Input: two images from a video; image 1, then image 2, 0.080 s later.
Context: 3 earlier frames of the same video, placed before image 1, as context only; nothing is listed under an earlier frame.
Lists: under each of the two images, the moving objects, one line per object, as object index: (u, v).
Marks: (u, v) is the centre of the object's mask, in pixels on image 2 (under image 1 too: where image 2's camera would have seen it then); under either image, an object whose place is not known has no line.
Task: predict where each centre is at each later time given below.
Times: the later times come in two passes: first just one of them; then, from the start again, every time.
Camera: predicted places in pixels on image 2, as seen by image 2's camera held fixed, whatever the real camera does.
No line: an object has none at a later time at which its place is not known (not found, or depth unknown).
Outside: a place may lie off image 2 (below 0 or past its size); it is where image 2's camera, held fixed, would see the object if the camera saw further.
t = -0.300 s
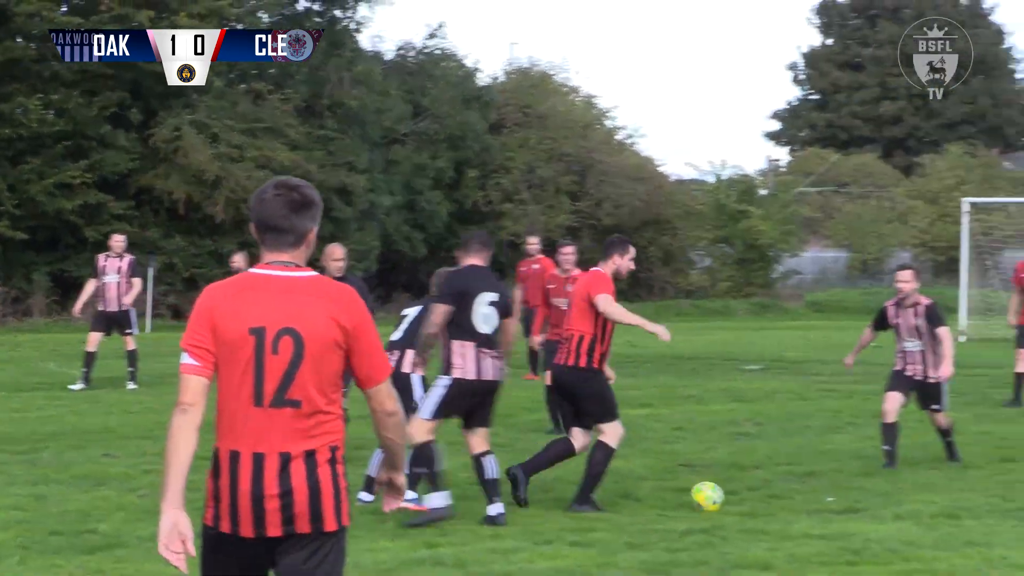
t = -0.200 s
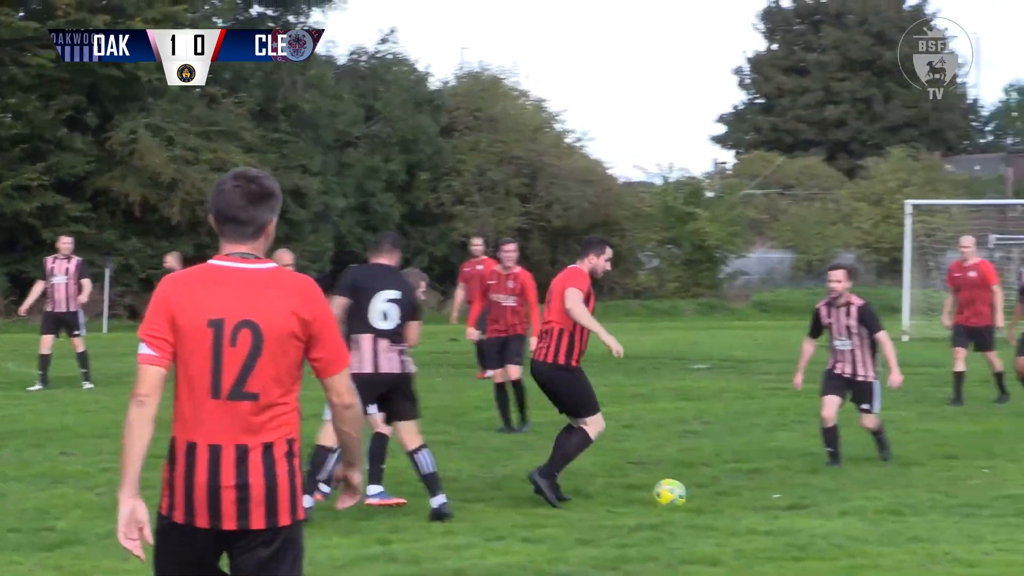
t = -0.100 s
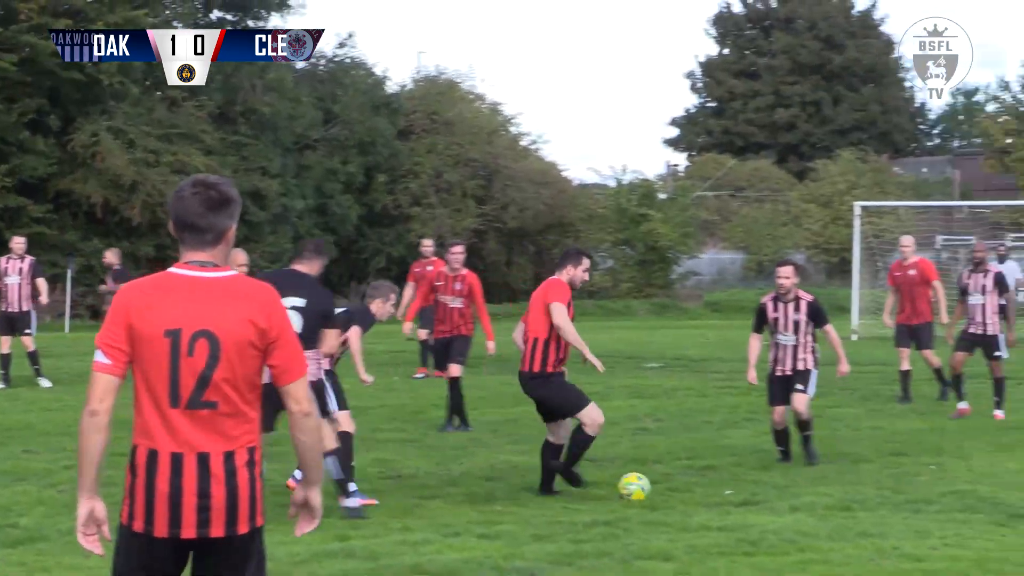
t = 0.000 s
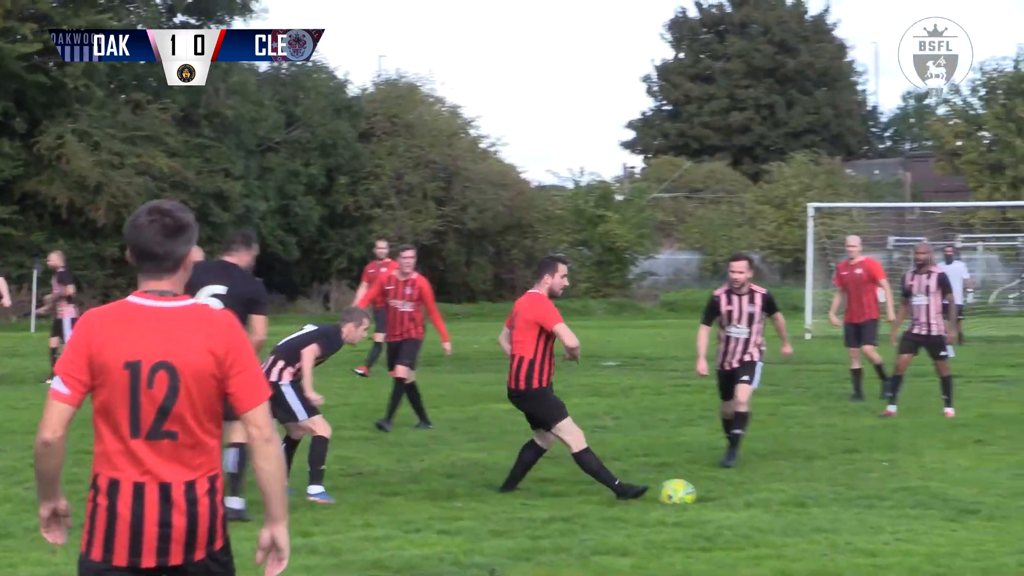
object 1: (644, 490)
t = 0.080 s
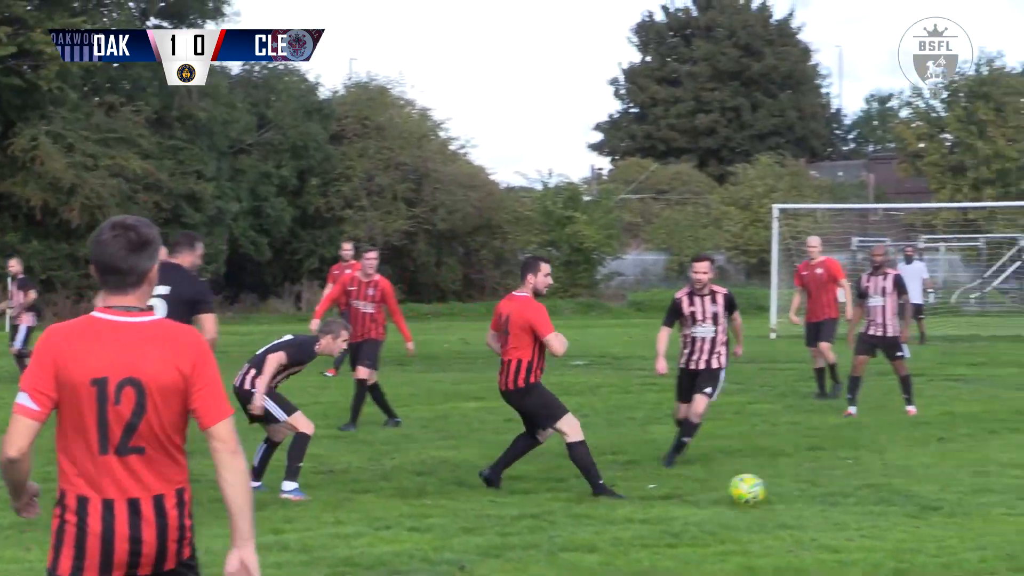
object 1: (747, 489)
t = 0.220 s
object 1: (938, 505)
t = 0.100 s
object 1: (773, 489)
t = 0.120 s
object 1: (799, 492)
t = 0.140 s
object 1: (826, 493)
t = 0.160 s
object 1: (854, 495)
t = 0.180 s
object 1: (880, 498)
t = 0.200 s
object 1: (909, 501)
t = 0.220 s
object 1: (938, 505)
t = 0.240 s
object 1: (967, 511)
